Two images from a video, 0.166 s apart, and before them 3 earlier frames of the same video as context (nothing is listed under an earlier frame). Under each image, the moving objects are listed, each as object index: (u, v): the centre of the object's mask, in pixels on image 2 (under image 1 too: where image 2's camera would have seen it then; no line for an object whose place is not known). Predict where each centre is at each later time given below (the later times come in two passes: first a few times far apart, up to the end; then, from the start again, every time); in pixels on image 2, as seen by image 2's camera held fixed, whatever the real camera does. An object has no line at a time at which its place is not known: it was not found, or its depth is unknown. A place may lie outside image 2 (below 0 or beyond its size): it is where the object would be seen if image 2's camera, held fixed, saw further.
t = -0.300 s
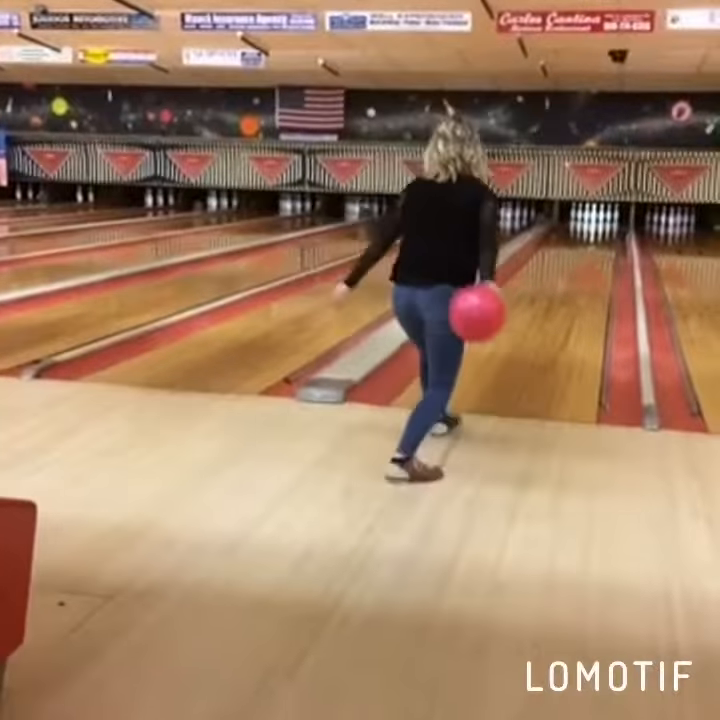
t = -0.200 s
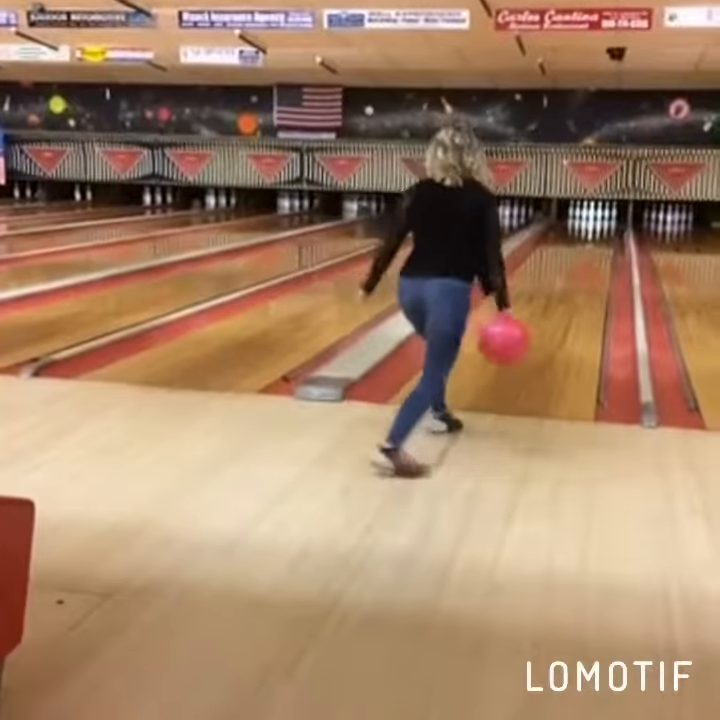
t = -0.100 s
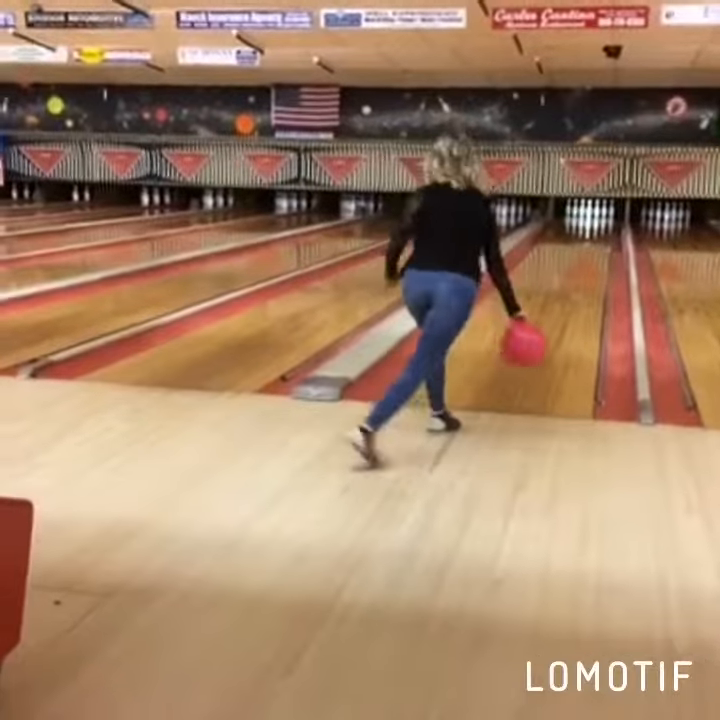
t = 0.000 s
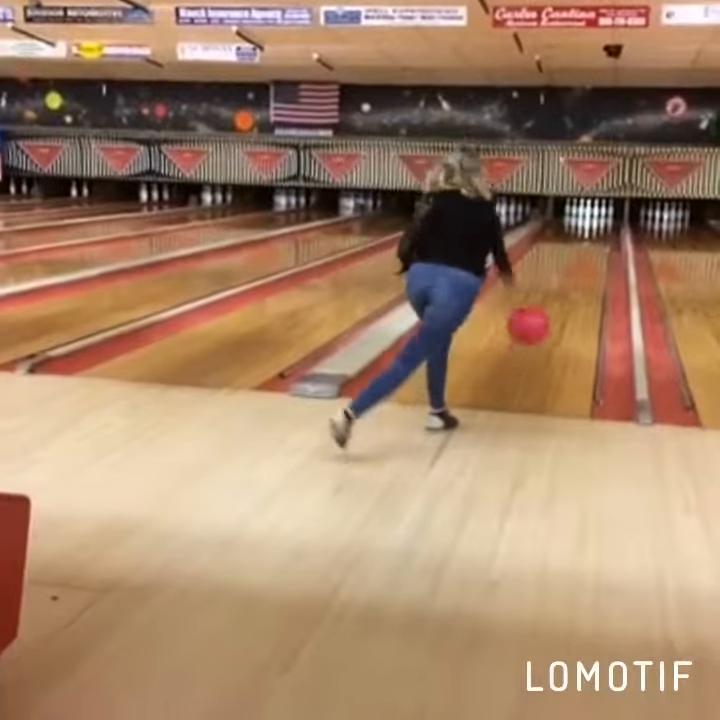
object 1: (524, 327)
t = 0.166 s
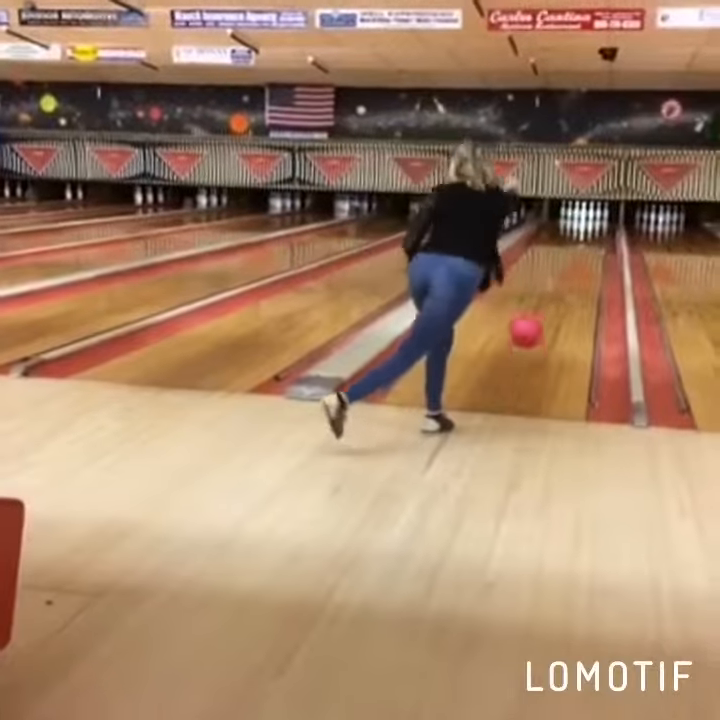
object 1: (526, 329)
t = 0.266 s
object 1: (526, 338)
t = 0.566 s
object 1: (529, 308)
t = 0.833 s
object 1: (532, 287)
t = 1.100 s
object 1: (535, 270)
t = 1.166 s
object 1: (537, 269)
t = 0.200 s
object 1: (526, 336)
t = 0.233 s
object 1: (526, 341)
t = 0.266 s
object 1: (526, 338)
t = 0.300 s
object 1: (527, 334)
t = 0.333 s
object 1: (527, 330)
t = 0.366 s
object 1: (527, 326)
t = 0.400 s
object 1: (528, 322)
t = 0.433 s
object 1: (528, 319)
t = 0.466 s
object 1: (530, 316)
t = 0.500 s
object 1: (529, 313)
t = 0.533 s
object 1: (529, 310)
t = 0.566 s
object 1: (529, 308)
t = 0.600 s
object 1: (530, 305)
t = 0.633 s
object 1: (530, 302)
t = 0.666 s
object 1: (530, 299)
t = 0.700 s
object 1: (534, 295)
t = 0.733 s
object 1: (532, 292)
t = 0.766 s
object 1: (531, 291)
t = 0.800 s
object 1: (532, 289)
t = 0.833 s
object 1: (532, 287)
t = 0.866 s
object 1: (532, 284)
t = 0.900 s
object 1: (533, 283)
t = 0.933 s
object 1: (533, 280)
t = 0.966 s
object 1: (534, 279)
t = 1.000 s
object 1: (534, 277)
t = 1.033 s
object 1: (534, 274)
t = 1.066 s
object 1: (536, 274)
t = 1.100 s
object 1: (535, 270)
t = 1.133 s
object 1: (536, 270)
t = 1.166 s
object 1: (537, 269)
